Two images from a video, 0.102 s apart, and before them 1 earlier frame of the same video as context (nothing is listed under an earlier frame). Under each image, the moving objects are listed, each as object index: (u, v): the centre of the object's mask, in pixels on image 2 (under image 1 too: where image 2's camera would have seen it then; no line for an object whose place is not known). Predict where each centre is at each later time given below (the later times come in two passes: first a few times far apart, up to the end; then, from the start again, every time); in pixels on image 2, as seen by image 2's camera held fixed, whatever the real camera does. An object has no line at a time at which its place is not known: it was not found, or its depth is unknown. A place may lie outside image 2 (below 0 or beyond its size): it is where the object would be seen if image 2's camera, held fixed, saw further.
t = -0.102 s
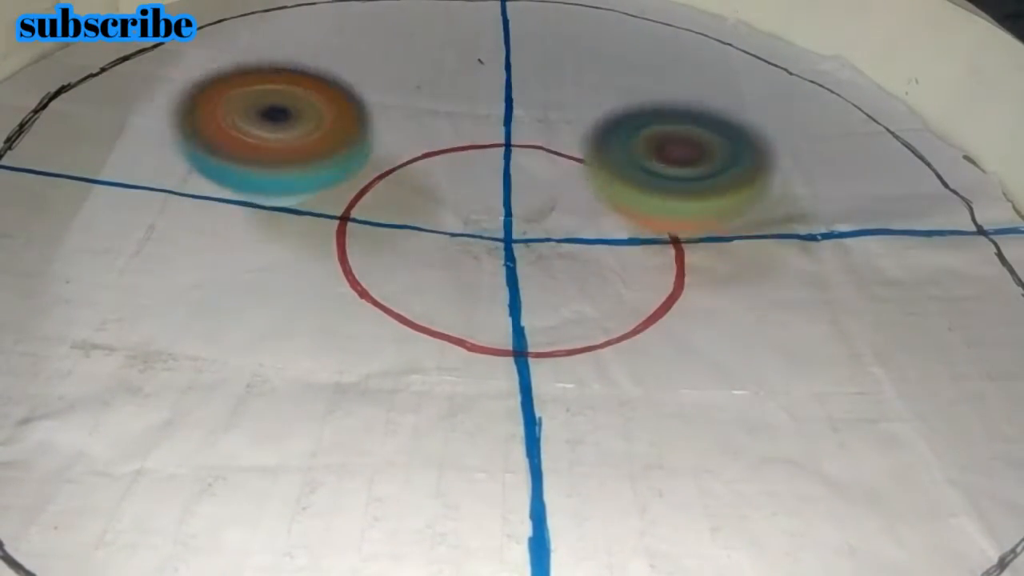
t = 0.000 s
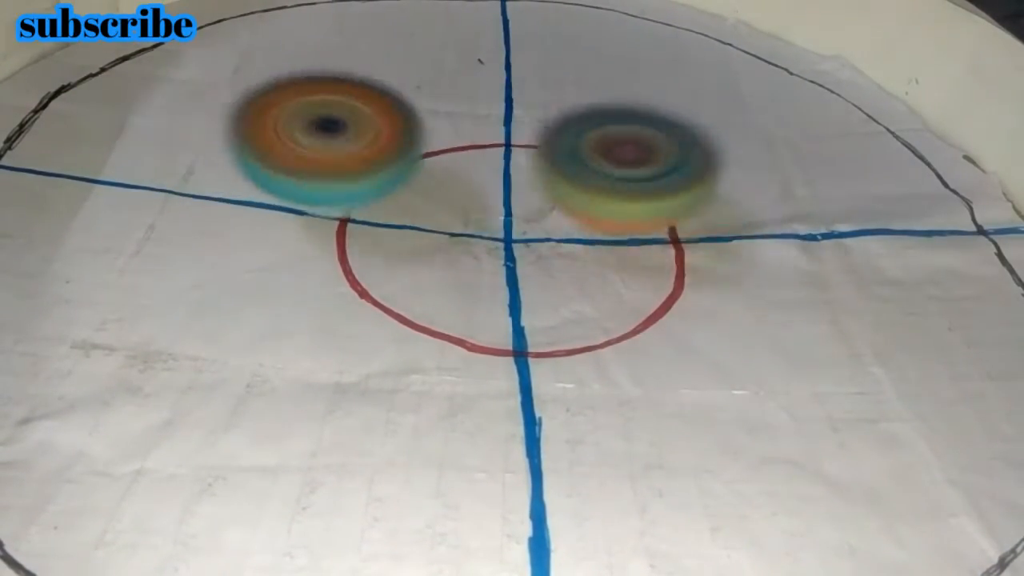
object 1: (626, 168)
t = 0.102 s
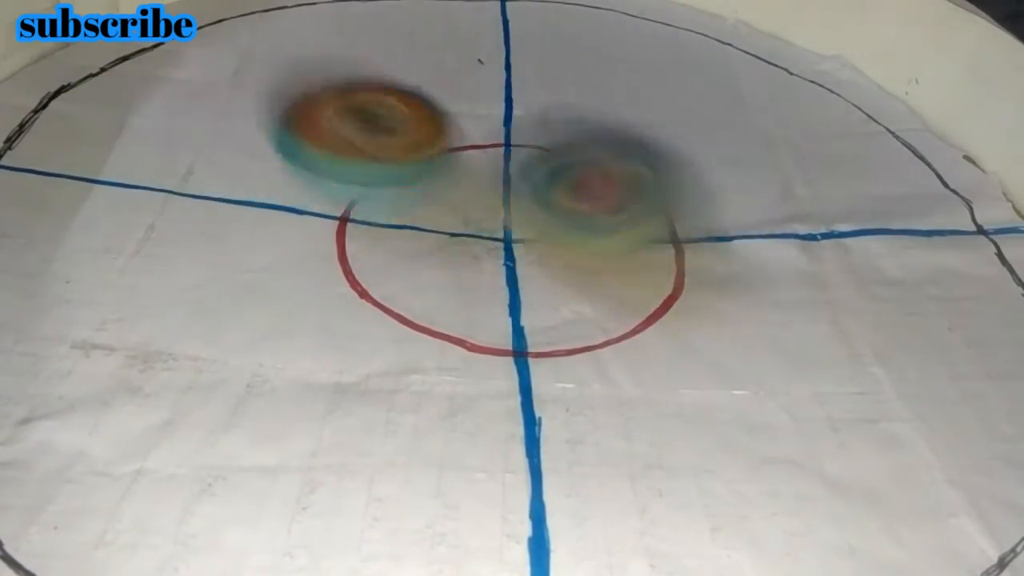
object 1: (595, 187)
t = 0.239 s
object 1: (940, 325)
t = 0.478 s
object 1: (955, 270)
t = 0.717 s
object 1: (812, 194)
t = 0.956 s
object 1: (566, 145)
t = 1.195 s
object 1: (492, 201)
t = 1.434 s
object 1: (439, 227)
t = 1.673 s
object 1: (405, 218)
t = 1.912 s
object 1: (435, 189)
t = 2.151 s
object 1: (497, 145)
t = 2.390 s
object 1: (525, 106)
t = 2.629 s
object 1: (515, 111)
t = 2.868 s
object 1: (498, 158)
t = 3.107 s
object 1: (495, 200)
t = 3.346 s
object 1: (479, 215)
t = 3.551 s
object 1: (497, 217)
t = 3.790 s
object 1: (558, 178)
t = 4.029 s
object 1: (588, 131)
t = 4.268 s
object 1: (598, 110)
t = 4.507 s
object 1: (558, 120)
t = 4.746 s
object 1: (482, 143)
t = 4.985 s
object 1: (404, 157)
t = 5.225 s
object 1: (388, 162)
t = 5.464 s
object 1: (412, 156)
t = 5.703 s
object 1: (476, 166)
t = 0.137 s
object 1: (675, 232)
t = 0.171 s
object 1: (778, 268)
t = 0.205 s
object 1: (870, 300)
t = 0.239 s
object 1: (940, 325)
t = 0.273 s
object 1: (978, 345)
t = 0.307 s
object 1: (1005, 344)
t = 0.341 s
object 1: (997, 323)
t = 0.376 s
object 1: (983, 308)
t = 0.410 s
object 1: (971, 289)
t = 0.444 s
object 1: (964, 280)
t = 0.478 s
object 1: (955, 270)
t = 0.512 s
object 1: (945, 259)
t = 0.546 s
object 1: (933, 249)
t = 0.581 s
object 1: (917, 239)
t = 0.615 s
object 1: (896, 229)
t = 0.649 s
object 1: (873, 218)
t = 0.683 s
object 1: (847, 207)
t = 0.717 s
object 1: (812, 194)
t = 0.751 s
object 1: (775, 181)
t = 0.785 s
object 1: (740, 174)
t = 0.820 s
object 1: (703, 171)
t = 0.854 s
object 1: (666, 162)
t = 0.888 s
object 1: (630, 157)
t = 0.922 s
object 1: (592, 151)
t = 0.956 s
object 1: (566, 145)
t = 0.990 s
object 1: (543, 142)
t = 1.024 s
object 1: (536, 157)
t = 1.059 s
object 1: (527, 170)
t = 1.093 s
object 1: (515, 179)
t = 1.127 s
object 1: (509, 189)
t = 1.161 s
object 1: (503, 196)
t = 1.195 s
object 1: (492, 201)
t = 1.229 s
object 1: (486, 204)
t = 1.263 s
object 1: (479, 208)
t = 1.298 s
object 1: (471, 214)
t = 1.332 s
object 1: (463, 219)
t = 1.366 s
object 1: (456, 223)
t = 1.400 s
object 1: (446, 226)
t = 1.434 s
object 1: (439, 227)
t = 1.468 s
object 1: (428, 227)
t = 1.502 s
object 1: (425, 227)
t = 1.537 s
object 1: (419, 225)
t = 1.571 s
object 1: (416, 224)
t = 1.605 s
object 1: (411, 224)
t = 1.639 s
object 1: (407, 221)
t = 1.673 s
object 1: (405, 218)
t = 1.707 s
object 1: (403, 215)
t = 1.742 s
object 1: (405, 213)
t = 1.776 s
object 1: (407, 209)
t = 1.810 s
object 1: (409, 204)
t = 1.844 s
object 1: (416, 200)
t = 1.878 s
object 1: (424, 194)
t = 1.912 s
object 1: (435, 189)
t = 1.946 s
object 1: (443, 183)
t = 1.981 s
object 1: (454, 178)
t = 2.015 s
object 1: (464, 172)
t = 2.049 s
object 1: (471, 166)
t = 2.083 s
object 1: (480, 157)
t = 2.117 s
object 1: (489, 151)
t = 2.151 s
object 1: (497, 145)
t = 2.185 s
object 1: (502, 136)
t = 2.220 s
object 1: (507, 128)
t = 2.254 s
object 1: (512, 123)
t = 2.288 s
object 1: (517, 117)
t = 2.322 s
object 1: (520, 113)
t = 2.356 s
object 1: (524, 108)
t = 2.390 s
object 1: (525, 106)
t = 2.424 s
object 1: (525, 104)
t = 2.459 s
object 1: (523, 102)
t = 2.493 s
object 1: (523, 101)
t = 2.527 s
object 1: (522, 102)
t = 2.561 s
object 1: (520, 104)
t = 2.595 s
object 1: (516, 106)
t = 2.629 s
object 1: (515, 111)
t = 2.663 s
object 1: (513, 115)
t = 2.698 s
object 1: (510, 121)
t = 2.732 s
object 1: (508, 126)
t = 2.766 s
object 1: (505, 135)
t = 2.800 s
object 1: (502, 141)
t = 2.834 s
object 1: (501, 150)
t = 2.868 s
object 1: (498, 158)
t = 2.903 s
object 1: (496, 165)
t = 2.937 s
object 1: (494, 174)
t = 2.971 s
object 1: (497, 181)
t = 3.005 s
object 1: (502, 189)
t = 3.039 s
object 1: (500, 193)
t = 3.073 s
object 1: (496, 197)
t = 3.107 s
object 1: (495, 200)
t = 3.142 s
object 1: (496, 203)
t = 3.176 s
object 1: (498, 206)
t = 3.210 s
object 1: (492, 208)
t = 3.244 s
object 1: (488, 209)
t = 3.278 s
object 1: (485, 211)
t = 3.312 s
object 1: (482, 213)
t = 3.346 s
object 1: (479, 215)
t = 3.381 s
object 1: (483, 218)
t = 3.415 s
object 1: (482, 218)
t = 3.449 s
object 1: (482, 218)
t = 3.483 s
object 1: (486, 219)
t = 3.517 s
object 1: (493, 220)
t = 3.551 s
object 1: (497, 217)
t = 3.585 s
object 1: (507, 210)
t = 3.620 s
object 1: (517, 207)
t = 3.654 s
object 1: (521, 202)
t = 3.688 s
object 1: (532, 196)
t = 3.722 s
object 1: (539, 188)
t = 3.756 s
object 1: (550, 183)
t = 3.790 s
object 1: (558, 178)
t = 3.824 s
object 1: (561, 171)
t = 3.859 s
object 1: (570, 166)
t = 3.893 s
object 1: (573, 158)
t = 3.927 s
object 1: (576, 151)
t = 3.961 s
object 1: (581, 141)
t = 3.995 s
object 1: (586, 137)
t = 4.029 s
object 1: (588, 131)
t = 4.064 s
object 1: (590, 127)
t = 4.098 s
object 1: (593, 122)
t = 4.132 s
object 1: (594, 119)
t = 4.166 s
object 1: (594, 116)
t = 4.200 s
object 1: (594, 113)
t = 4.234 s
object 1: (595, 112)
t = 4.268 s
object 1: (598, 110)
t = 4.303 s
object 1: (596, 110)
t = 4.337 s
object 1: (588, 109)
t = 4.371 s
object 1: (583, 111)
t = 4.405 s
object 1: (580, 113)
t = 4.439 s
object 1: (573, 114)
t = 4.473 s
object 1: (564, 118)
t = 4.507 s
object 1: (558, 120)
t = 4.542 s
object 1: (552, 121)
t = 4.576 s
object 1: (542, 124)
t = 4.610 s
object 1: (531, 127)
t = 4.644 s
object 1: (522, 132)
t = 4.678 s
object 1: (508, 135)
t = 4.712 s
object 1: (494, 138)
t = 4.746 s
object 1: (482, 143)
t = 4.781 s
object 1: (472, 147)
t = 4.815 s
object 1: (462, 151)
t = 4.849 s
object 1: (452, 153)
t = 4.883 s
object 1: (438, 155)
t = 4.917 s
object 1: (429, 157)
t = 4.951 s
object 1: (418, 155)
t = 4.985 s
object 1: (404, 157)
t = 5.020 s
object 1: (394, 160)
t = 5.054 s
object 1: (386, 164)
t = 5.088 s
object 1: (388, 164)
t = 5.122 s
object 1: (388, 164)
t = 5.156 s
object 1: (385, 164)
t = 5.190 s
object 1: (385, 163)
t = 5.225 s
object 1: (388, 162)
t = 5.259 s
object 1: (389, 160)
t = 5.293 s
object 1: (388, 157)
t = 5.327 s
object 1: (391, 156)
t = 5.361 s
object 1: (395, 156)
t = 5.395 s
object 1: (398, 154)
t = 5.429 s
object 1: (403, 155)
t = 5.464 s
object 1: (412, 156)
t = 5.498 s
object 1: (419, 154)
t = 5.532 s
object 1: (426, 154)
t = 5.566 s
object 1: (436, 157)
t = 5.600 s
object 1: (444, 160)
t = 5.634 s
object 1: (453, 160)
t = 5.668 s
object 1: (465, 164)
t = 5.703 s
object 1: (476, 166)
